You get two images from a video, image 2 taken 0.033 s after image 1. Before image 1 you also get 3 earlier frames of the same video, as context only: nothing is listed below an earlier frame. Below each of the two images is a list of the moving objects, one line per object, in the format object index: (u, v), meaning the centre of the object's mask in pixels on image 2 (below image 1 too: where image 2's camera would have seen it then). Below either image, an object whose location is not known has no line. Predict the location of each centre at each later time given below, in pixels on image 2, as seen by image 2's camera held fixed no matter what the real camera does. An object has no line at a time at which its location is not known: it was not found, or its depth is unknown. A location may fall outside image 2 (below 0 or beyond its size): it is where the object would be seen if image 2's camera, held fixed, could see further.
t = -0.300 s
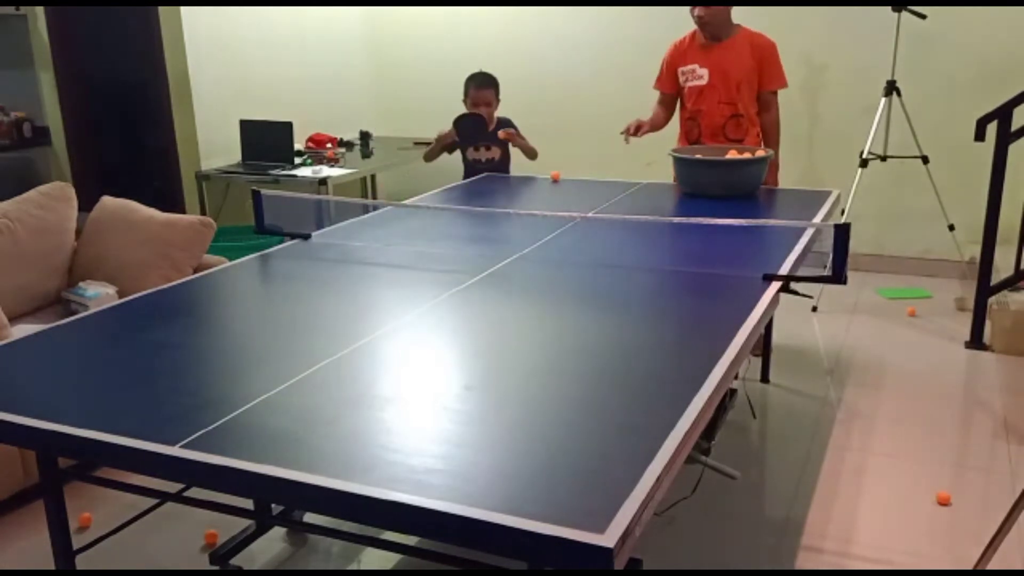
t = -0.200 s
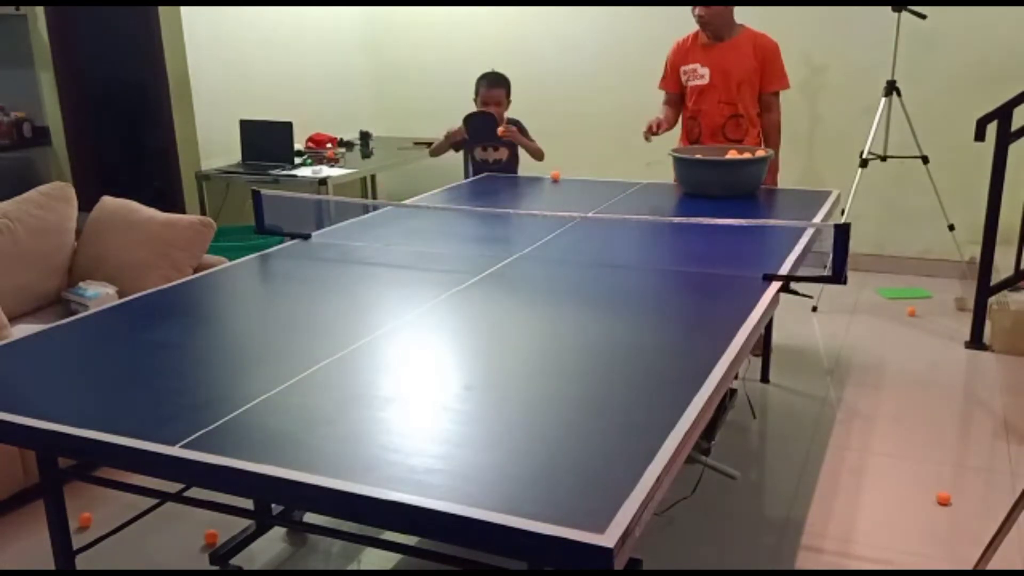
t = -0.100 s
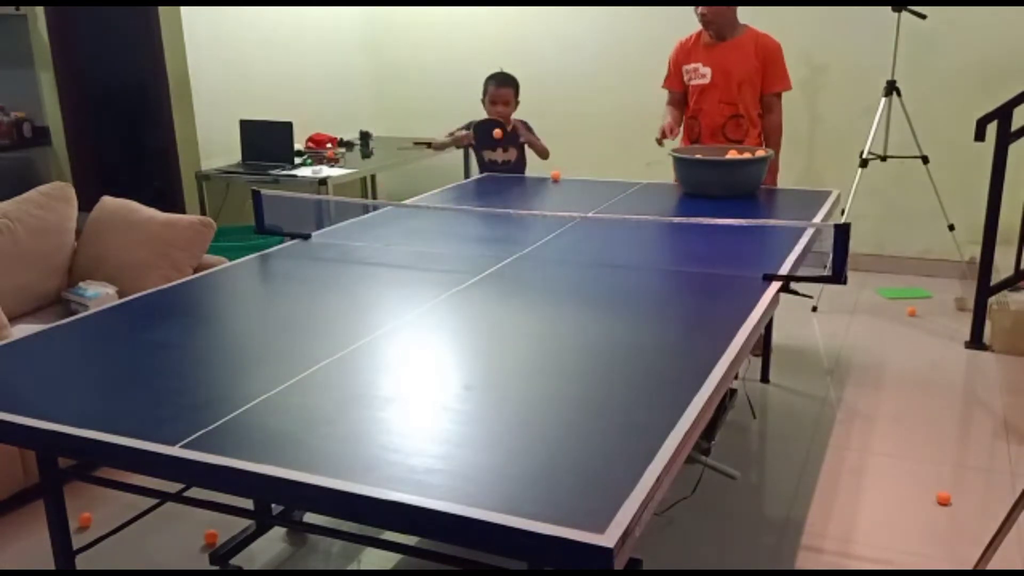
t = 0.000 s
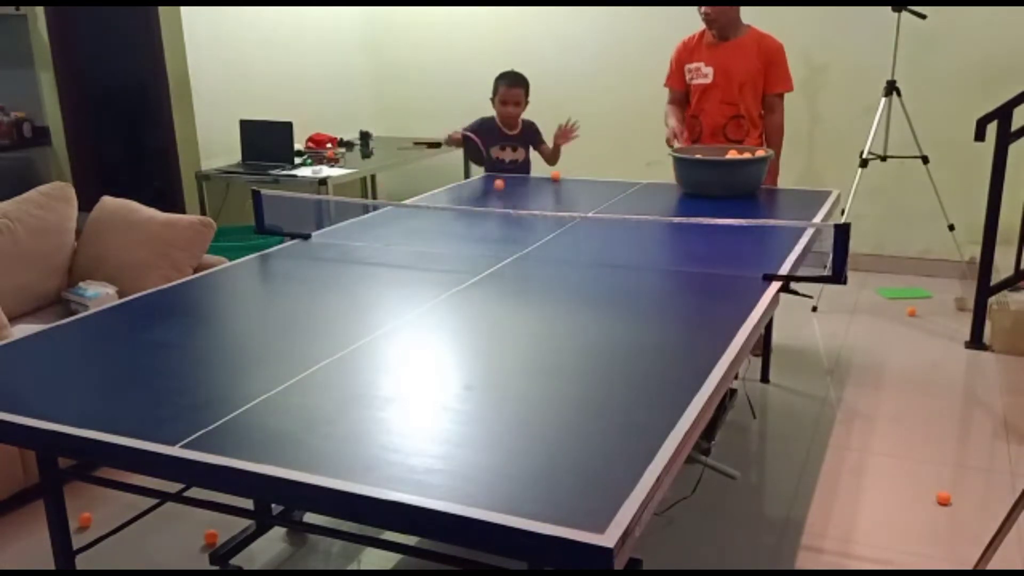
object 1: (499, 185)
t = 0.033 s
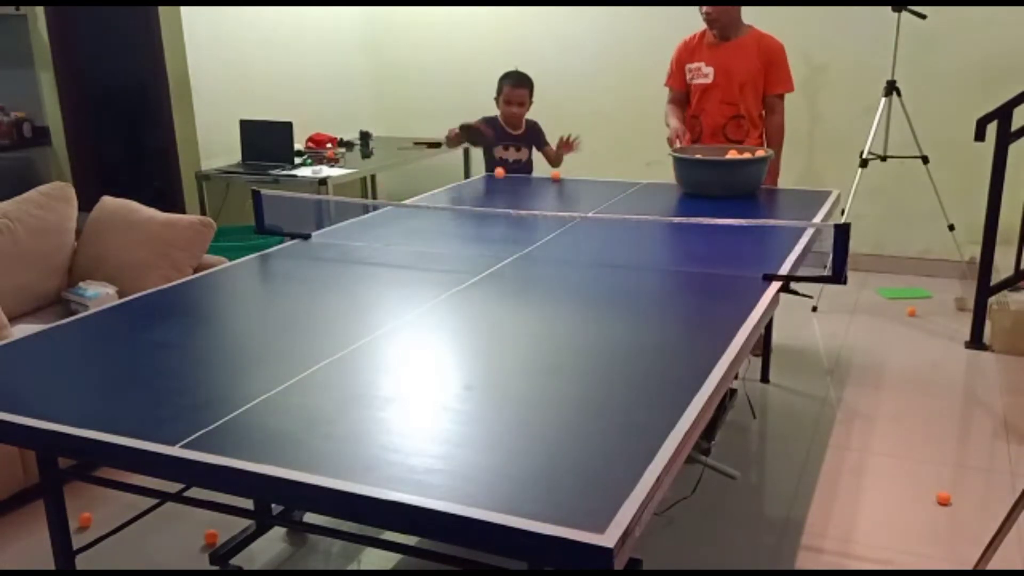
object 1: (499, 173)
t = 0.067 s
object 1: (500, 164)
